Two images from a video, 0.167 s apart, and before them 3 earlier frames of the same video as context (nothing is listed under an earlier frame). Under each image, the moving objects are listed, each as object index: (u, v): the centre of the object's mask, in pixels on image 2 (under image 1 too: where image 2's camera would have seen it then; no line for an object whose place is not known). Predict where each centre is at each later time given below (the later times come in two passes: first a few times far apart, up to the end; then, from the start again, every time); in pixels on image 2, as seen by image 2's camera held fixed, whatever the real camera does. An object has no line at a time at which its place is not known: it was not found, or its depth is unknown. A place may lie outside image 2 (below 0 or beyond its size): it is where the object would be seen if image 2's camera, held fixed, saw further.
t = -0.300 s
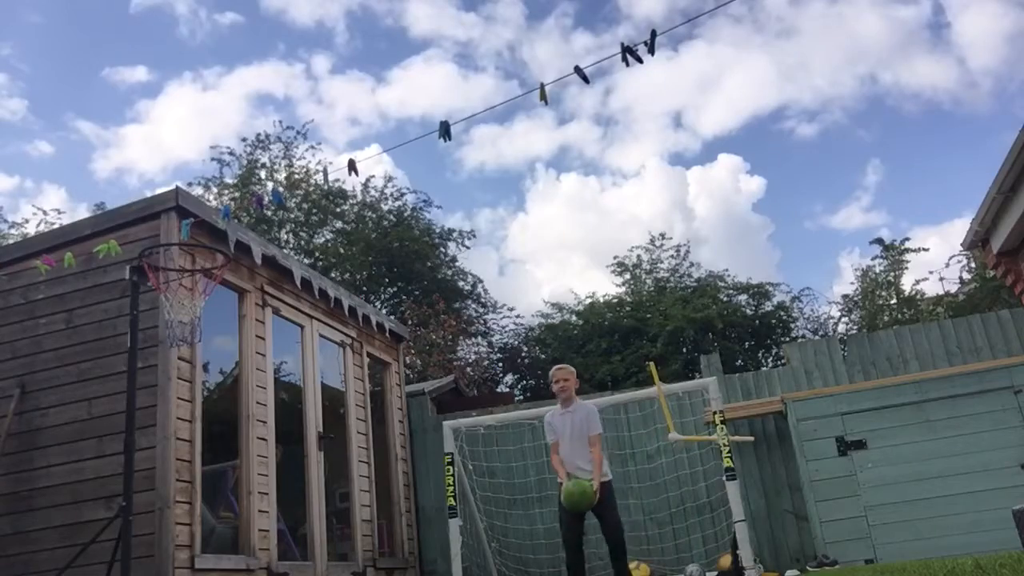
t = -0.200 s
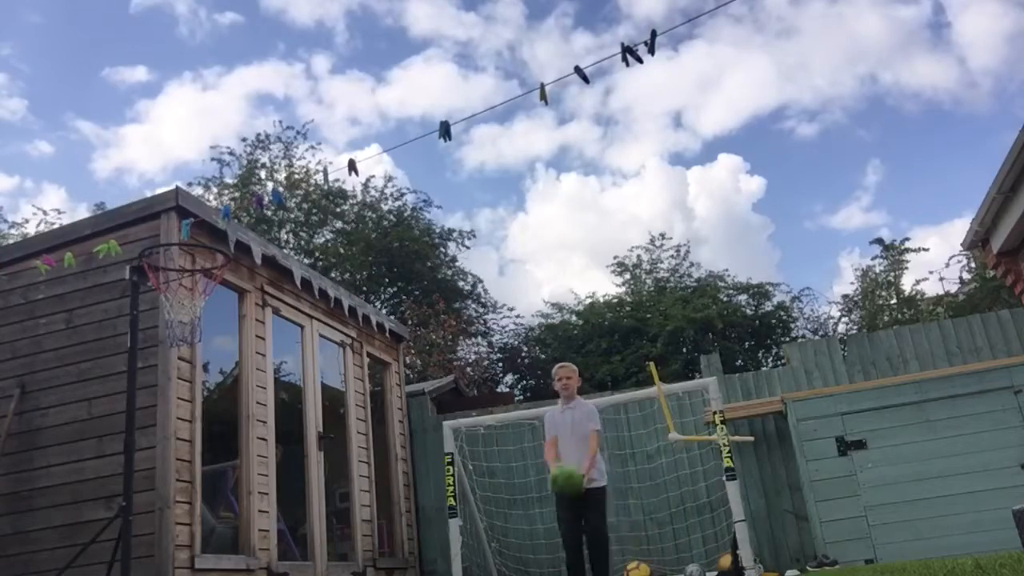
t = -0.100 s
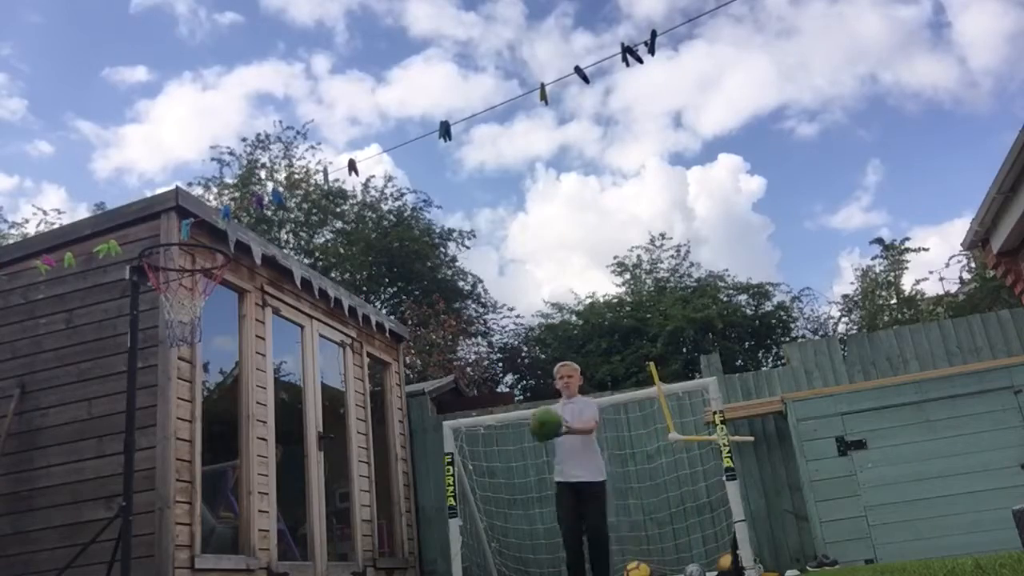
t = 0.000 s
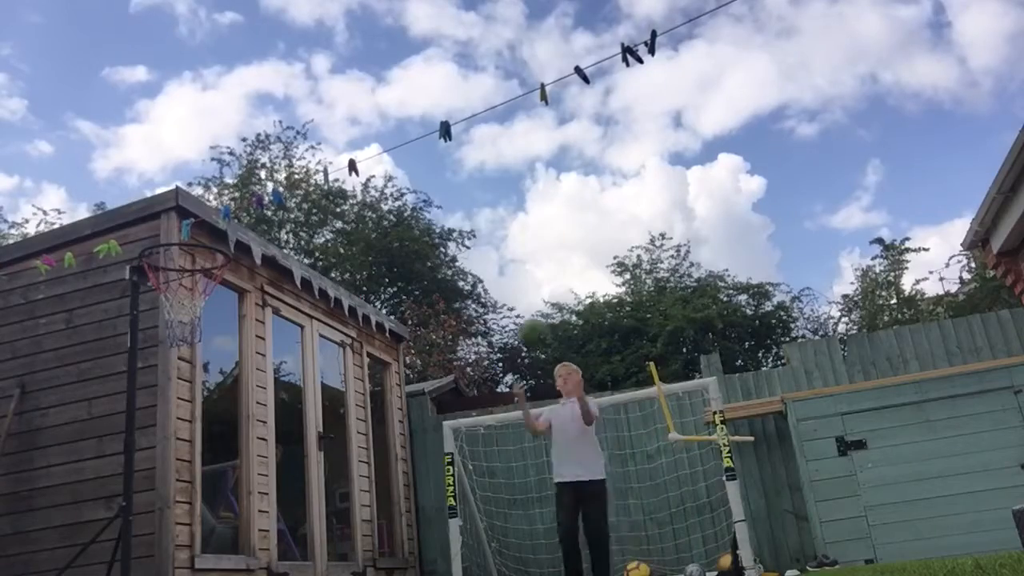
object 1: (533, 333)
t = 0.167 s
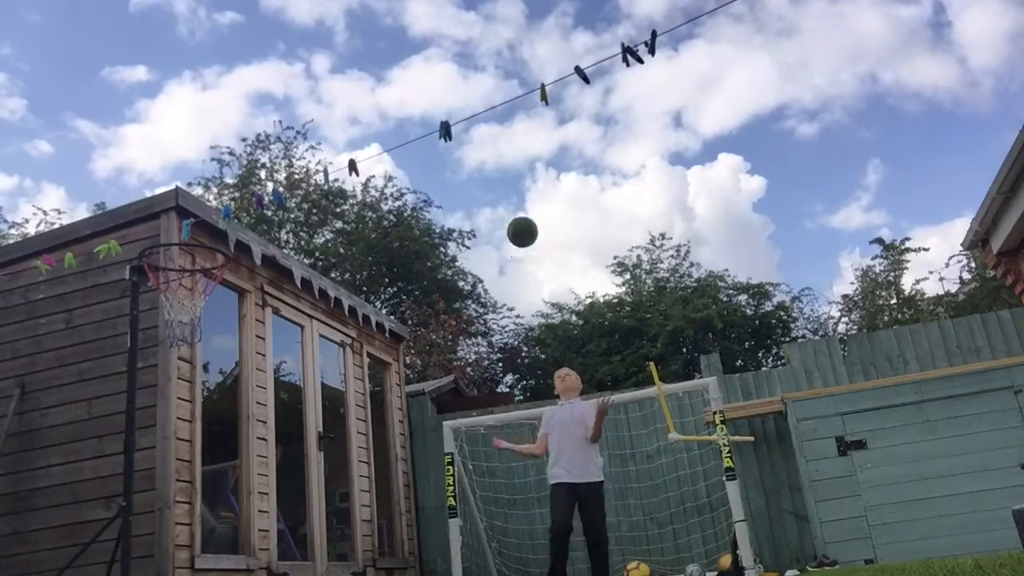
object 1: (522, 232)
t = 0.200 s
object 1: (521, 217)
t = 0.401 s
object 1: (517, 161)
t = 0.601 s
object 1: (521, 171)
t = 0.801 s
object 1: (533, 236)
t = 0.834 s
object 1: (536, 252)
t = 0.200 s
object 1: (521, 217)
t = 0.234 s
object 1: (520, 204)
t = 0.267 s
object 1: (519, 193)
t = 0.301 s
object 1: (518, 183)
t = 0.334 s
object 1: (518, 176)
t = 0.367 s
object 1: (517, 164)
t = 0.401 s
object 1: (517, 161)
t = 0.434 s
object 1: (518, 159)
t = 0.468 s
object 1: (518, 159)
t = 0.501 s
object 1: (519, 160)
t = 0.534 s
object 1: (519, 162)
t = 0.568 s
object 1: (520, 166)
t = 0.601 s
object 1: (521, 171)
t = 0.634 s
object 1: (523, 178)
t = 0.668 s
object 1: (524, 187)
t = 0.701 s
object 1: (526, 197)
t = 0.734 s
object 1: (528, 208)
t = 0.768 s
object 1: (531, 221)
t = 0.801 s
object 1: (533, 236)
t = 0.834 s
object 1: (536, 252)
